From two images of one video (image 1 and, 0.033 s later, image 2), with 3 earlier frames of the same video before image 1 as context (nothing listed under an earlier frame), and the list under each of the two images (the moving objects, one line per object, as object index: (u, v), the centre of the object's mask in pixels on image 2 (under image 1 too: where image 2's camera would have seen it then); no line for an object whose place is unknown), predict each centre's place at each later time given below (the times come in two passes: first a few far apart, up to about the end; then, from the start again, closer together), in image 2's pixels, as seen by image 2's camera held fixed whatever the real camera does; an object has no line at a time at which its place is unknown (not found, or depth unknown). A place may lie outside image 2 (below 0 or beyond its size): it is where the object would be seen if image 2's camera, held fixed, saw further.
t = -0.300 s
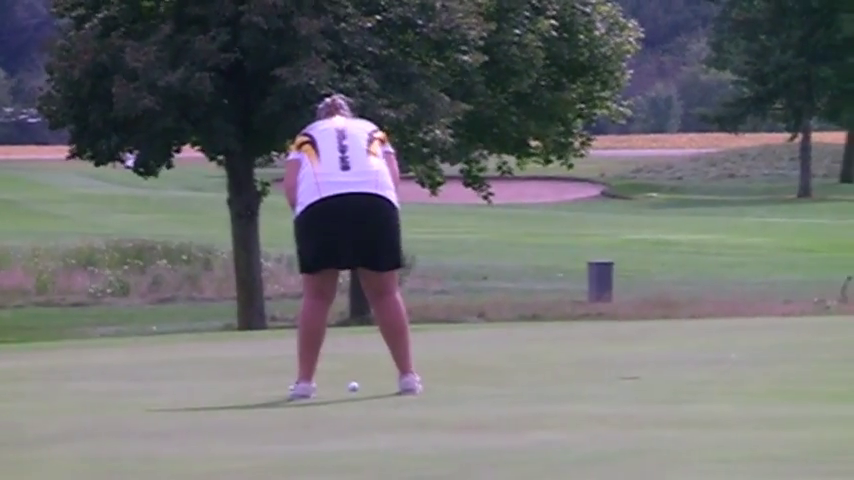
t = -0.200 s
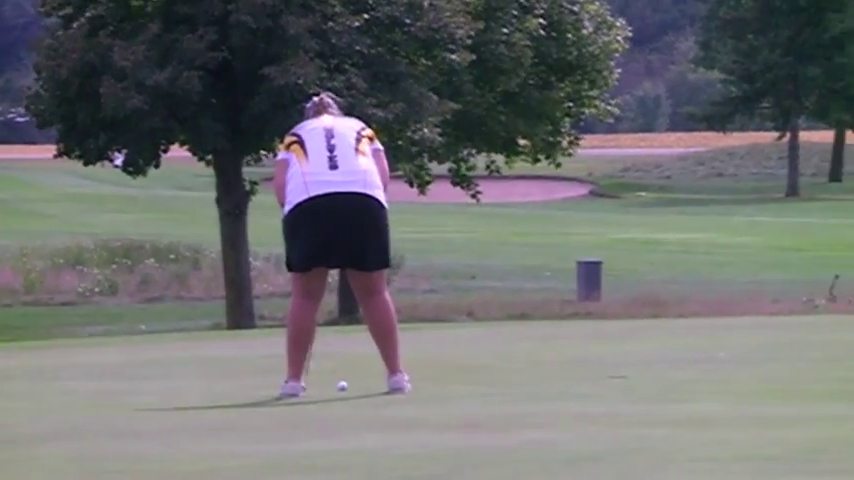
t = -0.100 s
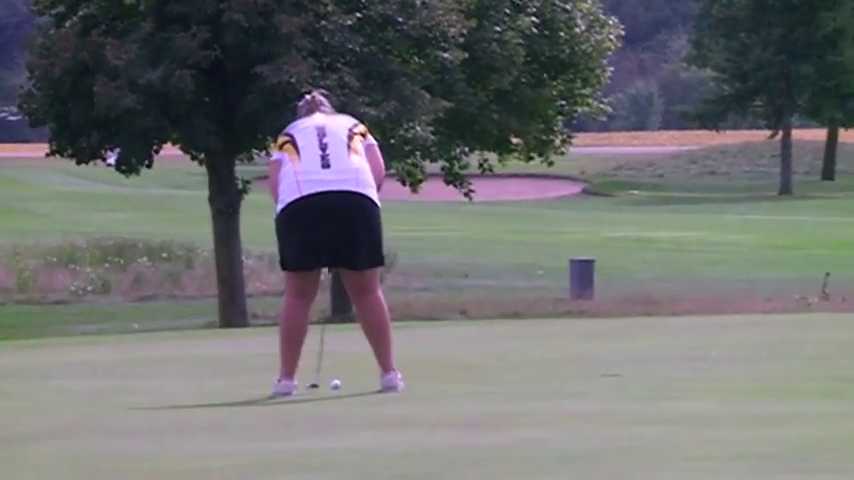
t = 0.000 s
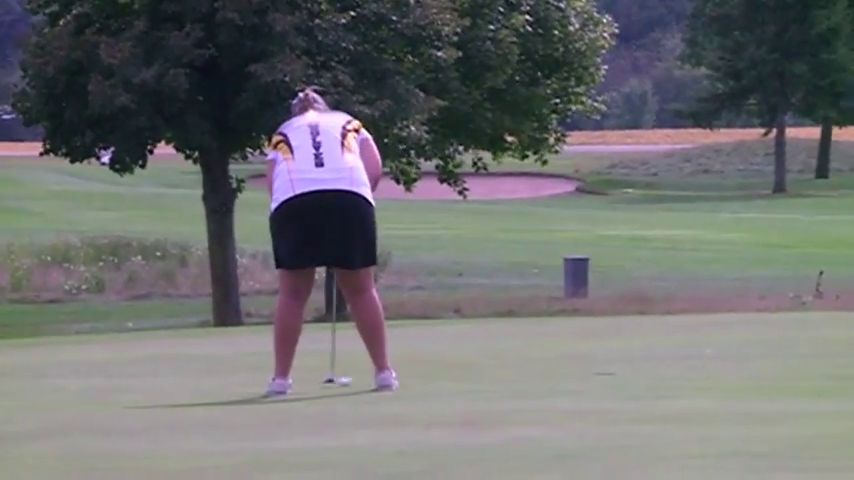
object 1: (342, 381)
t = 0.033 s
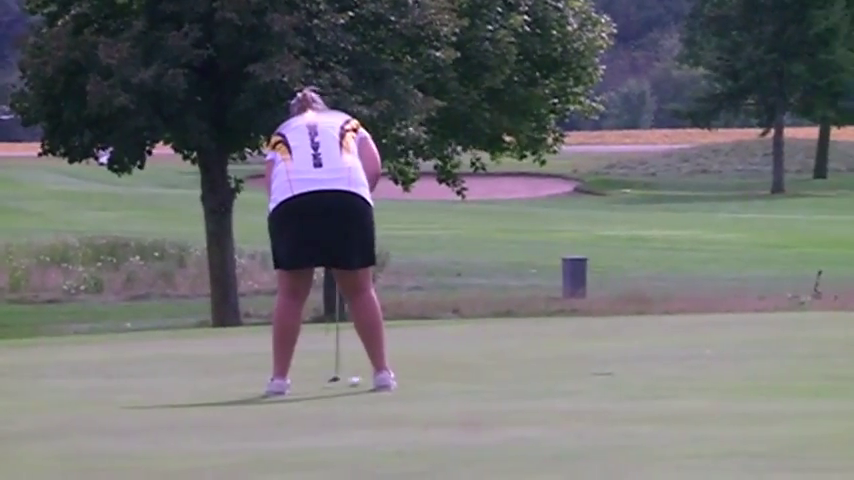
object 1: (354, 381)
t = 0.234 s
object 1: (408, 378)
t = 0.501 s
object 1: (463, 376)
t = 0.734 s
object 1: (505, 375)
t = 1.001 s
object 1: (546, 373)
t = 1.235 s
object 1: (573, 372)
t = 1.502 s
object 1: (595, 372)
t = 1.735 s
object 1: (606, 372)
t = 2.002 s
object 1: (613, 371)
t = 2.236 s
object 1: (615, 372)
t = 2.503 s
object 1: (614, 371)
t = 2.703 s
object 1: (615, 371)
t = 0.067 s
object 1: (365, 381)
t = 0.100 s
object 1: (370, 380)
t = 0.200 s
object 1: (399, 379)
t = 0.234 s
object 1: (408, 378)
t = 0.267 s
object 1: (414, 378)
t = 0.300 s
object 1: (421, 378)
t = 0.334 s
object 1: (429, 378)
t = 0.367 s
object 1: (436, 377)
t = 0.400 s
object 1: (444, 377)
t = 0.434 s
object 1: (450, 377)
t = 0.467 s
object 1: (457, 376)
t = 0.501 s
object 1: (463, 376)
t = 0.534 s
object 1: (470, 376)
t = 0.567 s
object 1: (476, 376)
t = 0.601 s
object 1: (481, 375)
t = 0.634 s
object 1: (488, 375)
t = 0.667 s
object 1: (494, 375)
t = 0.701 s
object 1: (500, 375)
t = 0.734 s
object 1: (505, 375)
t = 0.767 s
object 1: (511, 374)
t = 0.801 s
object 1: (516, 374)
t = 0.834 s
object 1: (522, 374)
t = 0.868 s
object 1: (526, 374)
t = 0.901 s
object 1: (531, 373)
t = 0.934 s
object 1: (536, 373)
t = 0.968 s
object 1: (541, 373)
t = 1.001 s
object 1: (546, 373)
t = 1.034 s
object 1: (550, 373)
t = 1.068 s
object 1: (554, 373)
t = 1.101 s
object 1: (558, 372)
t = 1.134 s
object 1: (562, 372)
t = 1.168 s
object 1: (566, 372)
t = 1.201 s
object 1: (569, 372)
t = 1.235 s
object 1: (573, 372)
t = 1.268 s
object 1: (576, 372)
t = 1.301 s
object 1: (579, 372)
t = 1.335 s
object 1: (582, 372)
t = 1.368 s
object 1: (585, 372)
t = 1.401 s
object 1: (588, 372)
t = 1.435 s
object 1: (590, 372)
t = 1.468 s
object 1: (592, 371)
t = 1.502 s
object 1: (595, 372)
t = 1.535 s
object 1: (597, 372)
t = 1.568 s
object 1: (599, 371)
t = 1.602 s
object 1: (601, 371)
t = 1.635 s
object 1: (602, 371)
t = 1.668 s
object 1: (603, 371)
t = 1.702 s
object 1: (605, 371)
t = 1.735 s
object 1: (606, 372)
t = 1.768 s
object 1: (607, 372)
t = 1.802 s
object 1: (609, 371)
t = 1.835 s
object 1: (610, 372)
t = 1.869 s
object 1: (611, 371)
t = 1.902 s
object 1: (611, 371)
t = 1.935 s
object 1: (612, 371)
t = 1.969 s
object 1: (613, 371)
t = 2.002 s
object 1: (613, 371)
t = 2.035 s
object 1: (614, 372)
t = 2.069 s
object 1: (613, 372)
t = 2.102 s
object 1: (614, 372)
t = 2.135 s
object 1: (614, 372)
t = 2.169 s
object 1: (615, 372)
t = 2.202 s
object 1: (615, 372)
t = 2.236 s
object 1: (615, 372)
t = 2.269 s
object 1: (614, 372)
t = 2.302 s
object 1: (614, 371)
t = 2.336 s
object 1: (614, 371)
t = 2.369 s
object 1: (614, 371)
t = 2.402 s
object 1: (615, 371)
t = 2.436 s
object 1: (614, 371)
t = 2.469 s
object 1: (615, 371)
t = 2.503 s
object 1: (614, 371)
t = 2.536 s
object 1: (614, 371)
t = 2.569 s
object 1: (614, 371)
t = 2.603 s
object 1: (615, 371)
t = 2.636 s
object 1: (614, 371)
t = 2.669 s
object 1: (614, 371)
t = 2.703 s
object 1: (615, 371)
